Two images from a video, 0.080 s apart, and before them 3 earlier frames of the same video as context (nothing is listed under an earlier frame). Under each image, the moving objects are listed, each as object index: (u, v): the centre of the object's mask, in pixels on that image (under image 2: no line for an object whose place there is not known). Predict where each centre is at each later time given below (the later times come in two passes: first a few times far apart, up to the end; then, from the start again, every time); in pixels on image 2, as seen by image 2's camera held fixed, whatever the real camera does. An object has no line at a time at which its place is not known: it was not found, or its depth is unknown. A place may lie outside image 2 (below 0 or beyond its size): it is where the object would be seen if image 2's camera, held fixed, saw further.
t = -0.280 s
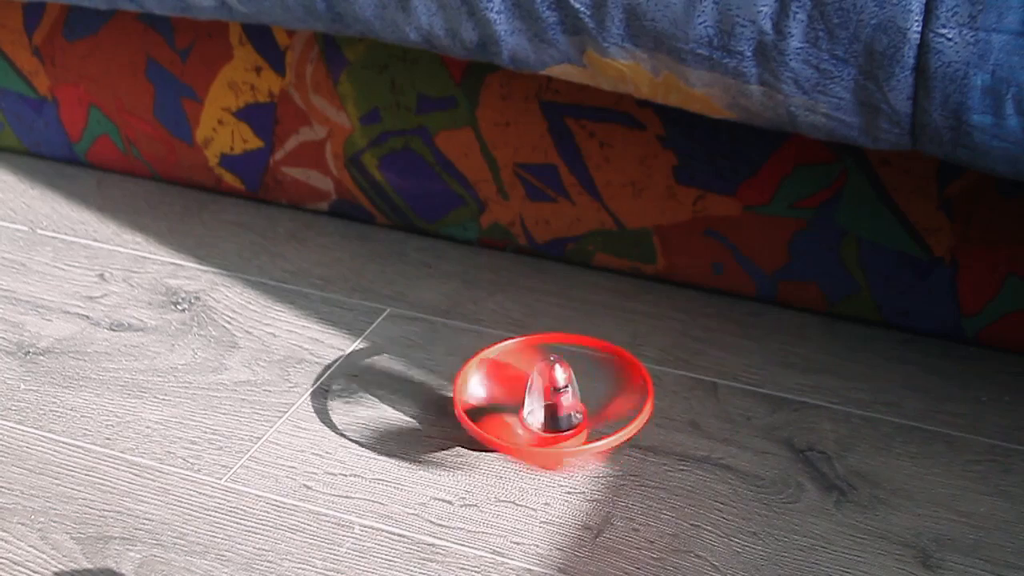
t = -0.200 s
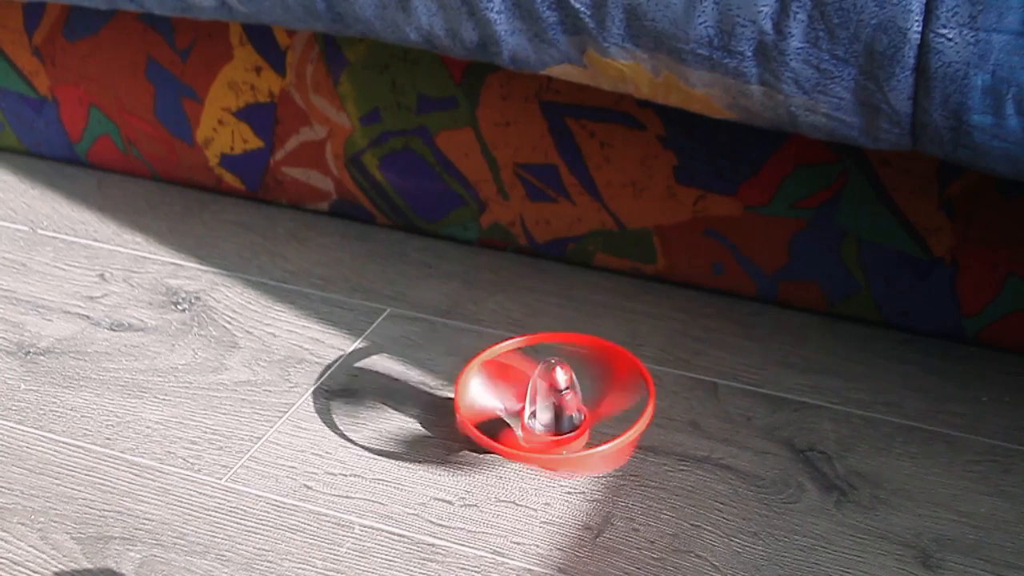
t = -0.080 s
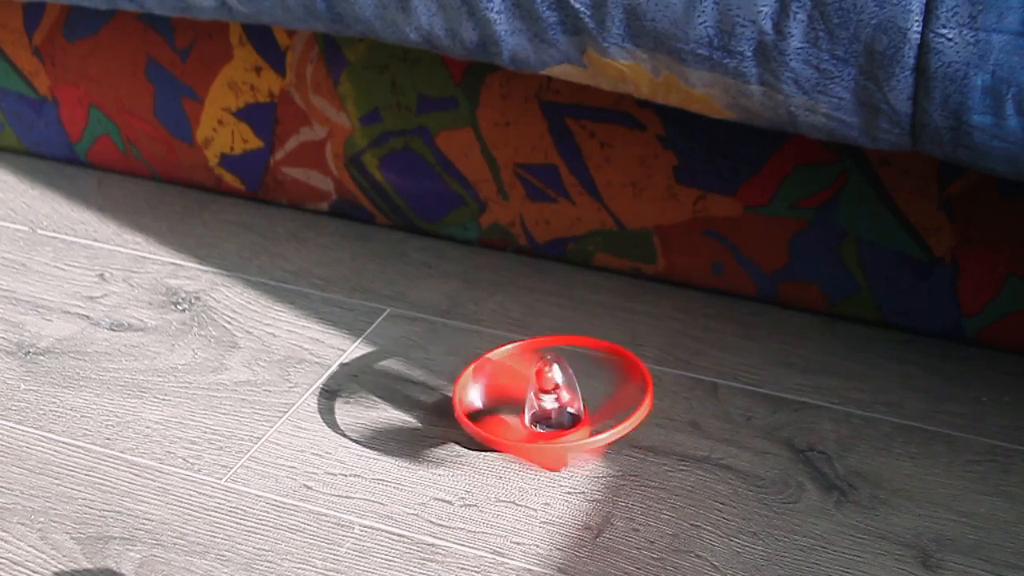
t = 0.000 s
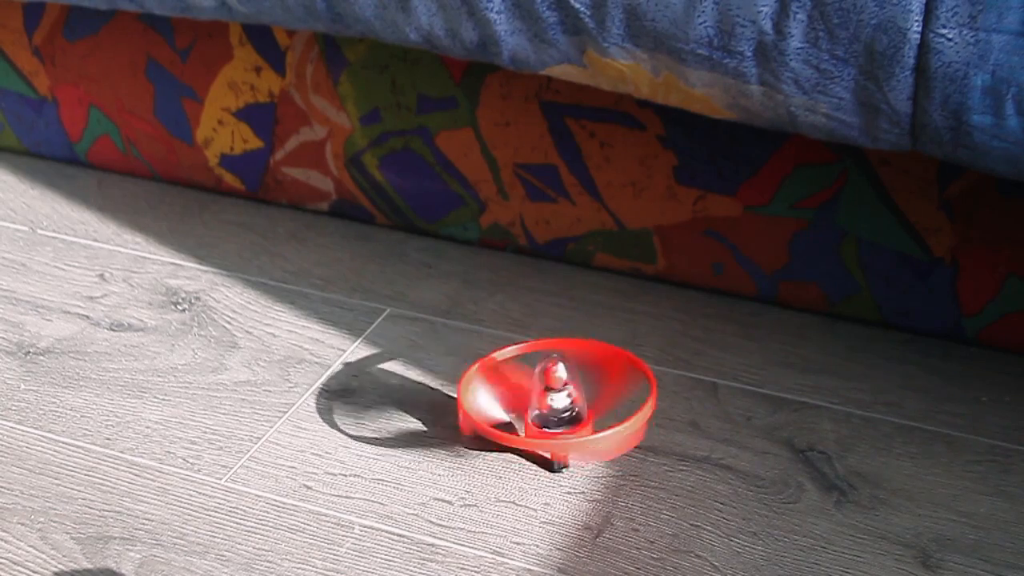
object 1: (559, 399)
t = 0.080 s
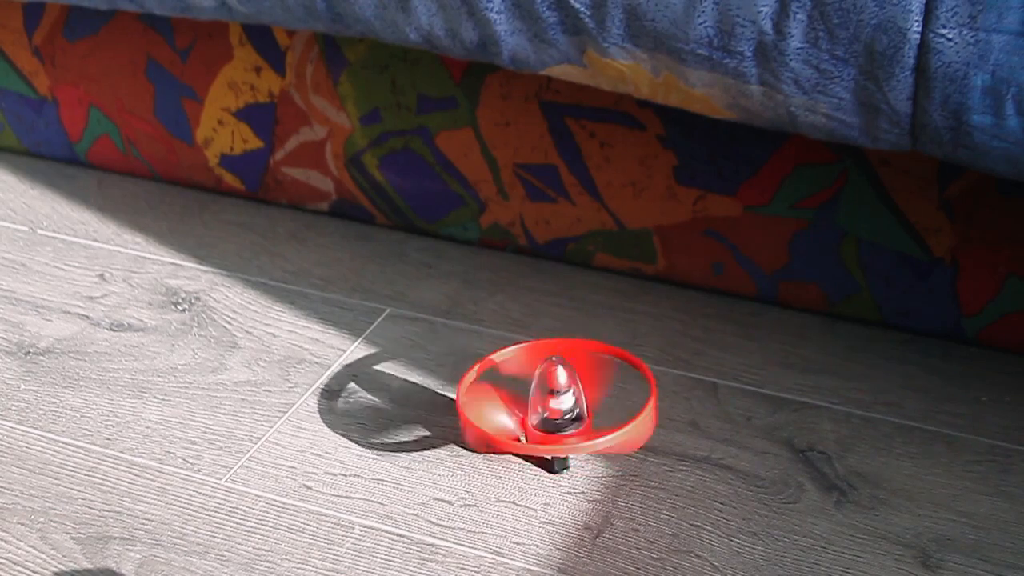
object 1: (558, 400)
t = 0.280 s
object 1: (554, 401)
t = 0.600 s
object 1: (538, 402)
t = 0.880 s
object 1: (530, 401)
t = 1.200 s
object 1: (536, 402)
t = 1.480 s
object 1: (527, 401)
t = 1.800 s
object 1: (527, 402)
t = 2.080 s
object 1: (519, 412)
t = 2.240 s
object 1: (520, 402)
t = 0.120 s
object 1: (558, 404)
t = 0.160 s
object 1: (549, 401)
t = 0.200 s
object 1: (555, 400)
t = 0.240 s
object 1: (555, 401)
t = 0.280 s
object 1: (554, 401)
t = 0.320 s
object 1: (553, 403)
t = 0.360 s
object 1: (552, 402)
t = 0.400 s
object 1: (550, 403)
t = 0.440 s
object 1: (546, 402)
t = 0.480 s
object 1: (550, 403)
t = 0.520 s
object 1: (546, 405)
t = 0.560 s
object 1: (541, 401)
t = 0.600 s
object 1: (538, 402)
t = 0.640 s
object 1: (536, 402)
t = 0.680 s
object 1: (539, 403)
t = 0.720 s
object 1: (534, 400)
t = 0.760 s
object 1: (538, 401)
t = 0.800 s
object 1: (536, 403)
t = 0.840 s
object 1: (532, 402)
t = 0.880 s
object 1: (530, 401)
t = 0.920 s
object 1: (524, 400)
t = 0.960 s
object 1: (528, 400)
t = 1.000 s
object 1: (528, 402)
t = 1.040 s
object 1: (528, 401)
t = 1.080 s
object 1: (528, 401)
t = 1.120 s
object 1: (526, 400)
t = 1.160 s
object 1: (532, 400)
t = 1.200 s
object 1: (536, 402)
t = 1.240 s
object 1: (538, 402)
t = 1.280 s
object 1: (541, 406)
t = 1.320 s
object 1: (534, 407)
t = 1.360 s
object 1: (531, 404)
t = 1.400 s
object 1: (526, 405)
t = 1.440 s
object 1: (522, 401)
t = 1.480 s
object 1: (527, 401)
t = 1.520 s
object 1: (530, 401)
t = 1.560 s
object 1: (533, 401)
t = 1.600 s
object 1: (537, 403)
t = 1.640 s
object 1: (532, 406)
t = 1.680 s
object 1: (529, 404)
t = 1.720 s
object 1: (527, 404)
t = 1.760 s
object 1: (522, 403)
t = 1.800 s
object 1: (527, 402)
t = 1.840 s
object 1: (533, 402)
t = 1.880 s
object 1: (534, 403)
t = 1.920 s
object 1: (539, 405)
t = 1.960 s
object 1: (537, 410)
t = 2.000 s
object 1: (531, 410)
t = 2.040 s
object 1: (527, 411)
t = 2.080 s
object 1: (519, 412)
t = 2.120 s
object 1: (513, 407)
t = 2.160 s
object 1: (514, 404)
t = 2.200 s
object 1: (514, 404)
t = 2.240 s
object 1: (520, 402)
